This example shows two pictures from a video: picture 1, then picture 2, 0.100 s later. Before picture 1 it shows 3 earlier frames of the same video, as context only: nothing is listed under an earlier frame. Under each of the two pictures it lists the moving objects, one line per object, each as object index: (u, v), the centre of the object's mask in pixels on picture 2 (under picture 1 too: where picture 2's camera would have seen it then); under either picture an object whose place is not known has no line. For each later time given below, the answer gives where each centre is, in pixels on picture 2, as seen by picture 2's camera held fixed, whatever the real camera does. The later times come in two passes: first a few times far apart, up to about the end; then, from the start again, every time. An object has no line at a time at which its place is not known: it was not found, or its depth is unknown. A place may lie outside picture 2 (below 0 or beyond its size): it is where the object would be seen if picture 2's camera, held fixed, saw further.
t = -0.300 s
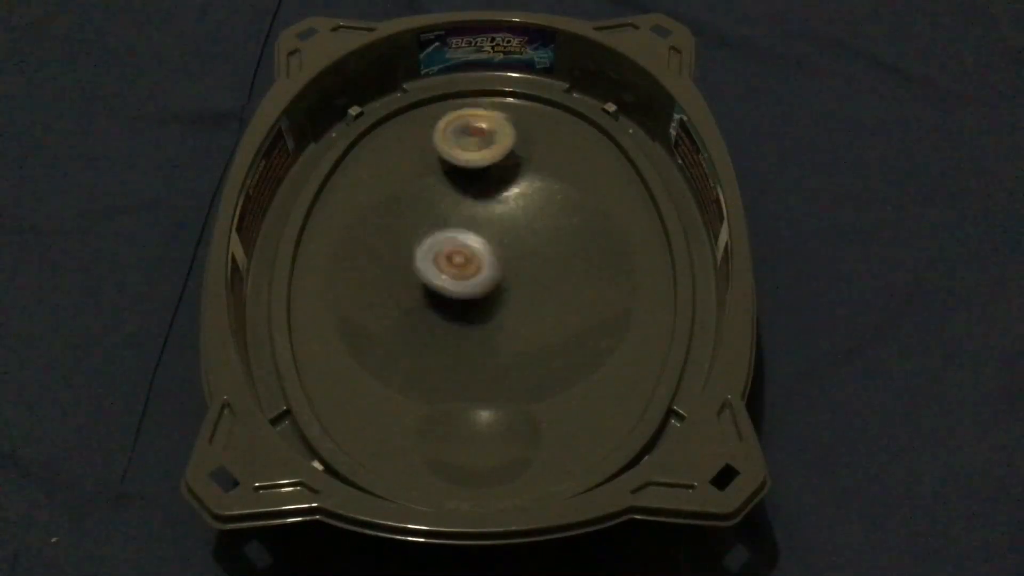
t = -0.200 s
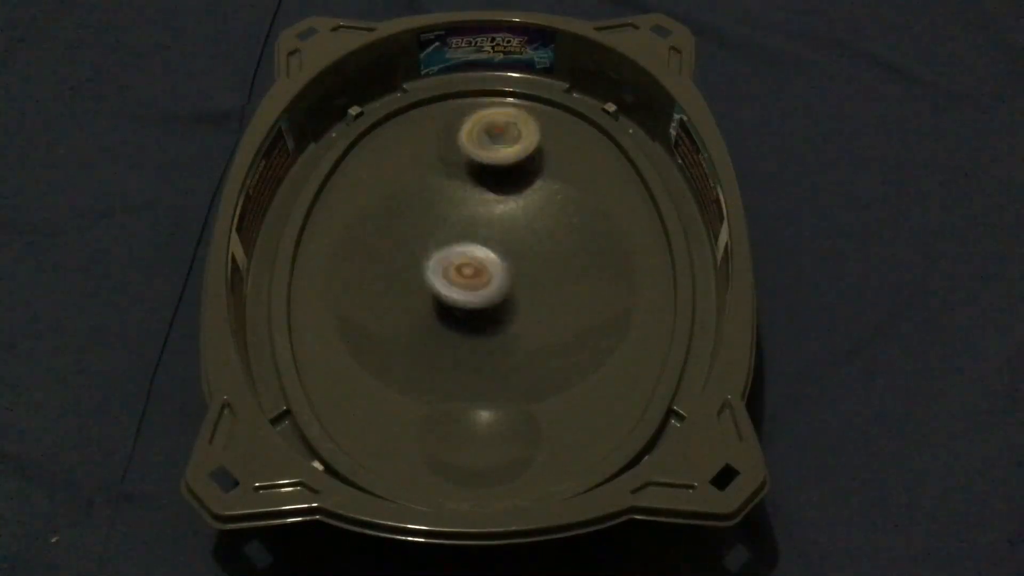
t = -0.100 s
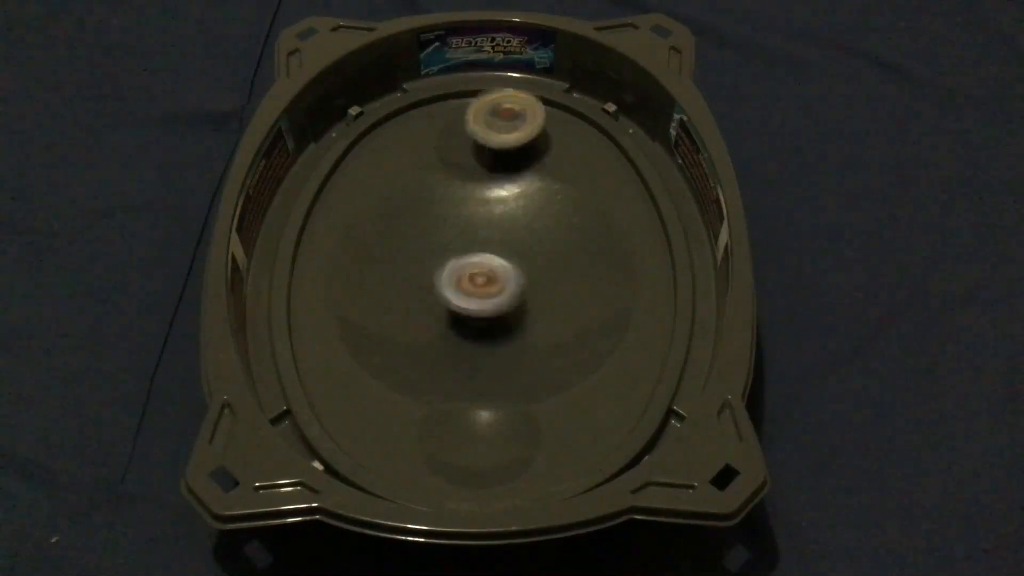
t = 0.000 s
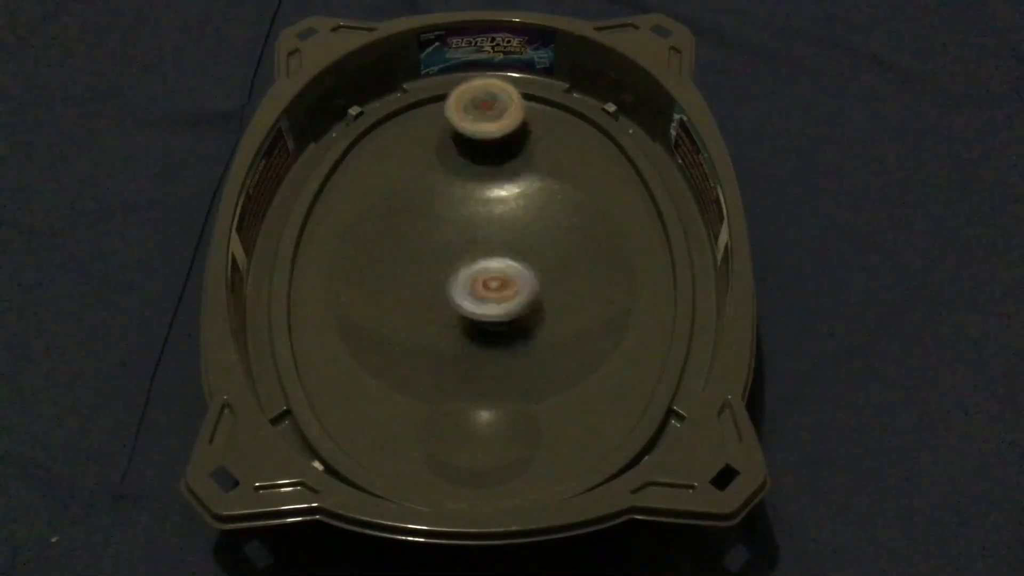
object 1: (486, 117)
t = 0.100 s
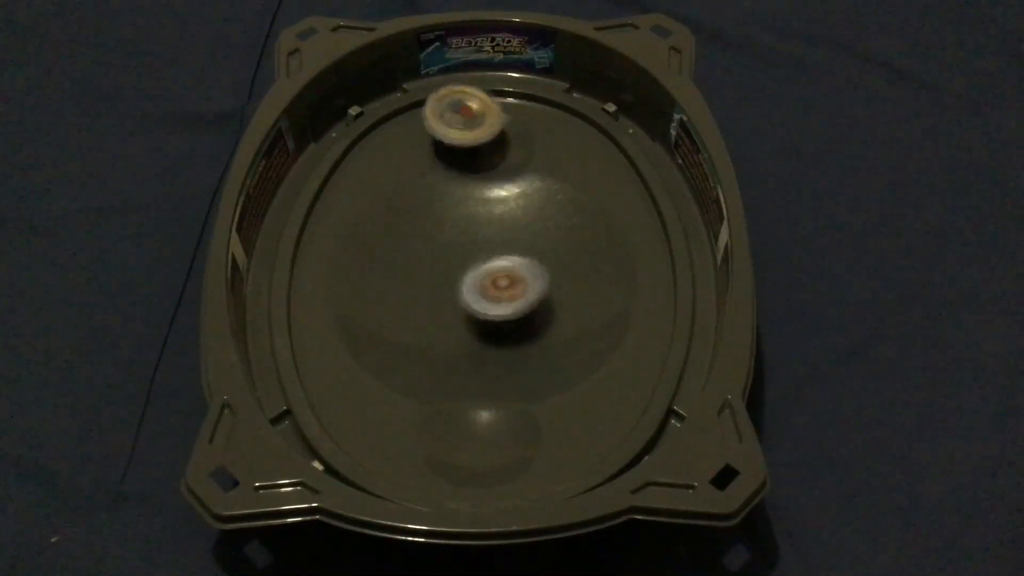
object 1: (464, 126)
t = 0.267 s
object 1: (484, 148)
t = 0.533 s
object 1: (485, 115)
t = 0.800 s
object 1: (486, 149)
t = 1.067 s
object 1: (484, 117)
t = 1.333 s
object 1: (485, 147)
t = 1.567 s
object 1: (493, 117)
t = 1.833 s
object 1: (479, 149)
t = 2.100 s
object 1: (491, 119)
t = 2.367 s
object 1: (480, 146)
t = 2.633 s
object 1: (490, 118)
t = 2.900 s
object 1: (481, 148)
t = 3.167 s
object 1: (490, 118)
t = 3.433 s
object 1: (482, 146)
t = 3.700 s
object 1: (488, 119)
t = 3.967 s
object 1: (482, 147)
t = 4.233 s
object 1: (488, 118)
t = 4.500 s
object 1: (484, 148)
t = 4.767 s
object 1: (485, 119)
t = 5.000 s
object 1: (479, 144)
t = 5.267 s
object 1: (491, 120)
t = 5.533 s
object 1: (481, 147)
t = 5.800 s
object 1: (489, 119)
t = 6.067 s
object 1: (484, 146)
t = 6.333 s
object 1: (485, 121)
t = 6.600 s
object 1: (487, 145)
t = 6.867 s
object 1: (481, 120)
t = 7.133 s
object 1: (490, 145)
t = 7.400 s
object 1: (479, 120)
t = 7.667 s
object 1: (492, 142)
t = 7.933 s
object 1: (477, 123)
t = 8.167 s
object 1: (487, 145)
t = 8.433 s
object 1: (482, 121)
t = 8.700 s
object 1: (491, 144)
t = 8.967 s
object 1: (479, 121)
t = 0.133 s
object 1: (463, 130)
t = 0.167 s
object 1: (463, 136)
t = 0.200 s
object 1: (468, 143)
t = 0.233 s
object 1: (476, 147)
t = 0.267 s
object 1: (484, 148)
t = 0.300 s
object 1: (493, 146)
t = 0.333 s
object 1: (500, 142)
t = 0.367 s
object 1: (505, 137)
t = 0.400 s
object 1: (506, 130)
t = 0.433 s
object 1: (505, 124)
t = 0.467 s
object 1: (501, 119)
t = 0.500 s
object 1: (493, 117)
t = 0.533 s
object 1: (485, 115)
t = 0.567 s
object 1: (478, 117)
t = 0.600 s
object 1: (472, 122)
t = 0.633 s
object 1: (466, 126)
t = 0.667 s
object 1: (465, 132)
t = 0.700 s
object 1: (466, 139)
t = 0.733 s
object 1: (470, 143)
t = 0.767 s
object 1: (478, 149)
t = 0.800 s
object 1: (486, 149)
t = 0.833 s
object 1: (494, 143)
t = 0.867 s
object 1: (501, 145)
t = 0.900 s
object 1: (505, 138)
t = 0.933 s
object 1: (505, 132)
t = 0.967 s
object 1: (503, 126)
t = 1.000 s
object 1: (499, 122)
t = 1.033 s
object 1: (493, 119)
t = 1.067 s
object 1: (484, 117)
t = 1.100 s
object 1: (477, 118)
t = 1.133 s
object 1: (469, 121)
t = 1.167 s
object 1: (464, 124)
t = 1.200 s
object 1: (462, 130)
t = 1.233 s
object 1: (465, 136)
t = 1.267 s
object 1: (470, 143)
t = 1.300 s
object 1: (478, 147)
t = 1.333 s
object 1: (485, 147)
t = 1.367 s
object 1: (493, 145)
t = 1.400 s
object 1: (500, 137)
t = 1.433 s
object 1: (505, 135)
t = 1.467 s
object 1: (507, 130)
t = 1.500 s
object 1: (505, 124)
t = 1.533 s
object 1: (501, 120)
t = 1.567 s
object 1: (493, 117)
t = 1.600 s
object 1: (485, 117)
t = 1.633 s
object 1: (477, 120)
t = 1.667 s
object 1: (470, 123)
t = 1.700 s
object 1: (467, 128)
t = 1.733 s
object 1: (466, 133)
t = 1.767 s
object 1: (468, 139)
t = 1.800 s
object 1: (472, 145)
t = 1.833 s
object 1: (479, 149)
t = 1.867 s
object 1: (487, 149)
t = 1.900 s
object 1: (494, 147)
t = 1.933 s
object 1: (501, 142)
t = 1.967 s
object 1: (503, 137)
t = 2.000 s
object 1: (504, 130)
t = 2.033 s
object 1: (502, 125)
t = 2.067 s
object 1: (498, 122)
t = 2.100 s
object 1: (491, 119)
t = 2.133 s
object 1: (483, 118)
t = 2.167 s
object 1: (475, 119)
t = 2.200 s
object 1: (468, 122)
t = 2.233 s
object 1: (464, 126)
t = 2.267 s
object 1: (464, 132)
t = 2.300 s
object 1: (467, 138)
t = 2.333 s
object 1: (473, 142)
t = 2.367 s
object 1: (480, 146)
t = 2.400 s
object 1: (488, 147)
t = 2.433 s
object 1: (496, 145)
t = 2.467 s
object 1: (502, 140)
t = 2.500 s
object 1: (505, 134)
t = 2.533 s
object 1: (506, 129)
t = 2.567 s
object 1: (502, 123)
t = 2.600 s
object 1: (498, 120)
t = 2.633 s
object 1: (490, 118)
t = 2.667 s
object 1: (483, 118)
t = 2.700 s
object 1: (476, 120)
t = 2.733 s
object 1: (470, 124)
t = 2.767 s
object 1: (466, 128)
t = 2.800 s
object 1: (465, 135)
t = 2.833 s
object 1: (468, 140)
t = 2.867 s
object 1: (473, 146)
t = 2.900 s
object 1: (481, 148)
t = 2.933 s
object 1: (487, 147)
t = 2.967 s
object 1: (496, 144)
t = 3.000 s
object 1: (501, 139)
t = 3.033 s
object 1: (504, 134)
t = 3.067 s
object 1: (503, 128)
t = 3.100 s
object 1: (501, 124)
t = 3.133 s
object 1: (497, 119)
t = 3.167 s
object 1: (490, 118)
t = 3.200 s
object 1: (482, 117)
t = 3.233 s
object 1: (474, 120)
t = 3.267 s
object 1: (470, 124)
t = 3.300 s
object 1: (465, 129)
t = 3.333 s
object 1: (466, 134)
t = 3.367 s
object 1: (469, 139)
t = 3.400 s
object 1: (475, 144)
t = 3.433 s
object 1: (482, 146)
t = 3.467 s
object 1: (489, 146)
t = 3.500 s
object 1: (497, 143)
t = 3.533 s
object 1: (502, 140)
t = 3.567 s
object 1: (505, 134)
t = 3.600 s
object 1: (505, 129)
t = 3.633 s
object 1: (501, 124)
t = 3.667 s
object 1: (495, 121)
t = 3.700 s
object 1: (488, 119)
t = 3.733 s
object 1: (480, 119)
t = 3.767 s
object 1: (473, 121)
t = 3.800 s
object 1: (467, 125)
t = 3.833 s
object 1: (465, 130)
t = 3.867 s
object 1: (465, 135)
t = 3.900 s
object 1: (469, 140)
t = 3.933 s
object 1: (475, 144)
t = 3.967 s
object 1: (482, 147)
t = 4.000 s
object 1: (490, 145)
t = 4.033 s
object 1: (497, 142)
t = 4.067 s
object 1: (502, 137)
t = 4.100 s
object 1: (504, 132)
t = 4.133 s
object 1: (503, 126)
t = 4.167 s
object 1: (501, 122)
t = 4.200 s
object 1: (495, 119)
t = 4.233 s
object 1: (488, 118)
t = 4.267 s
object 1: (480, 118)
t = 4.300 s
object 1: (474, 121)
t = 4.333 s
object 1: (469, 126)
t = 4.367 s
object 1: (467, 132)
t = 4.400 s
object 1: (467, 137)
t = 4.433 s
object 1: (470, 141)
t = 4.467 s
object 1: (477, 146)
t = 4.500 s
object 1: (484, 148)
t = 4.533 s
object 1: (491, 147)
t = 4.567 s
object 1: (497, 143)
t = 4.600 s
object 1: (502, 138)
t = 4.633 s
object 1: (503, 132)
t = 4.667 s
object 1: (502, 127)
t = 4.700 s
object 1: (498, 123)
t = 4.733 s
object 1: (492, 120)
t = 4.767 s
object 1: (485, 119)
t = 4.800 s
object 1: (478, 120)
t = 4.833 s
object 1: (471, 122)
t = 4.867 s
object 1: (467, 127)
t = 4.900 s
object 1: (465, 130)
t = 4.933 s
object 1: (467, 136)
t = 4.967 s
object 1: (472, 140)
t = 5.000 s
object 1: (479, 144)
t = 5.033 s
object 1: (486, 145)
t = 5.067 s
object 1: (493, 143)
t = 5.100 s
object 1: (499, 140)
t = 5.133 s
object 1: (503, 136)
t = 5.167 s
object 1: (504, 130)
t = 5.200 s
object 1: (502, 125)
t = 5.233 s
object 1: (498, 122)
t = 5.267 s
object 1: (491, 120)
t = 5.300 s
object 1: (484, 120)
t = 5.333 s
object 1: (478, 122)
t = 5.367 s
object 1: (472, 124)
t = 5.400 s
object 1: (469, 129)
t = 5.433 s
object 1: (467, 134)
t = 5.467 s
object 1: (470, 139)
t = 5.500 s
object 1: (474, 144)
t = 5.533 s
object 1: (481, 147)
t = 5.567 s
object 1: (488, 147)
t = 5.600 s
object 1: (494, 144)
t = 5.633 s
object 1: (500, 139)
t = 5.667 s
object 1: (502, 135)
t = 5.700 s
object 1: (502, 130)
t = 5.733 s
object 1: (499, 125)
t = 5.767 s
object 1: (495, 122)
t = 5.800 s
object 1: (489, 119)
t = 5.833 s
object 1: (482, 119)
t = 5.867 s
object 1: (475, 121)
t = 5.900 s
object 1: (470, 125)
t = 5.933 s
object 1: (468, 130)
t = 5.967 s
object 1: (469, 135)
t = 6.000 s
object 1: (471, 140)
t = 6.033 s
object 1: (477, 143)
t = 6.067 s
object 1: (484, 146)
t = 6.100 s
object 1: (491, 144)
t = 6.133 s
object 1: (498, 142)
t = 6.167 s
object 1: (502, 137)
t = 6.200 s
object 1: (503, 132)
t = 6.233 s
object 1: (501, 127)
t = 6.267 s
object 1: (498, 123)
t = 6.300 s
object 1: (492, 121)
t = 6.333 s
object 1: (485, 121)
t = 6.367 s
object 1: (478, 121)
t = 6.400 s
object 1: (473, 124)
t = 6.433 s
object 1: (468, 127)
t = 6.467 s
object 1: (467, 133)
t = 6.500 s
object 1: (469, 137)
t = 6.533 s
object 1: (474, 142)
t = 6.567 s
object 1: (480, 145)
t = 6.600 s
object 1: (487, 145)
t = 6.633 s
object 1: (494, 142)
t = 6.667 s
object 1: (499, 139)
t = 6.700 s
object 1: (501, 134)
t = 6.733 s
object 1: (501, 129)
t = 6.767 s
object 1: (499, 124)
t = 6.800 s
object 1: (495, 121)
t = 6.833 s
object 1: (487, 119)
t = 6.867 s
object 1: (481, 120)
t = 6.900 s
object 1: (475, 123)
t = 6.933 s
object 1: (471, 126)
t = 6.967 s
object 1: (468, 132)
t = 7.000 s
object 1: (468, 137)
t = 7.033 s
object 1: (472, 141)
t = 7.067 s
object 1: (477, 145)
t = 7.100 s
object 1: (484, 146)
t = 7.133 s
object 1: (490, 145)
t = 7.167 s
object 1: (497, 142)
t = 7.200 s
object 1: (501, 137)
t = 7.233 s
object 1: (502, 133)
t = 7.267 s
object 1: (500, 128)
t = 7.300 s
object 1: (497, 124)
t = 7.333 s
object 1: (492, 121)
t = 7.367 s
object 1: (486, 120)
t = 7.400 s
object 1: (479, 120)
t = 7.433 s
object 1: (473, 123)
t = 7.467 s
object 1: (468, 127)
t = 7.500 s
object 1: (467, 132)
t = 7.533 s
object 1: (469, 136)
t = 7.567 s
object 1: (473, 140)
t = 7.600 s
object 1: (479, 143)
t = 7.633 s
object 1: (486, 144)
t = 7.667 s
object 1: (492, 142)
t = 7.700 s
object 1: (498, 140)
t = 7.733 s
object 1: (501, 136)
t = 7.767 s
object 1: (502, 130)
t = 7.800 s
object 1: (500, 126)
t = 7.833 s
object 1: (496, 122)
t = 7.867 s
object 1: (490, 122)
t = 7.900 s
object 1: (483, 121)
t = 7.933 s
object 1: (477, 123)
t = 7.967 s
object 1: (472, 125)
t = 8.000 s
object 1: (469, 130)
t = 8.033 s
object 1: (467, 134)
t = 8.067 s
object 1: (470, 139)
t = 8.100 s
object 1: (474, 142)
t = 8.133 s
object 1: (481, 144)
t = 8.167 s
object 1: (487, 145)
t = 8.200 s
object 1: (493, 142)
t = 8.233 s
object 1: (498, 139)
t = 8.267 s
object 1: (500, 134)
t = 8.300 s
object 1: (500, 129)
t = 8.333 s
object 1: (498, 125)
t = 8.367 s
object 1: (494, 121)
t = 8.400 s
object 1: (488, 119)
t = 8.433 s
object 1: (482, 121)
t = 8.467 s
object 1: (475, 122)
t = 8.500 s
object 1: (471, 125)
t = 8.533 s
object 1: (468, 130)
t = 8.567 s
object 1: (469, 135)
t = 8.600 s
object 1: (472, 139)
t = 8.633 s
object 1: (478, 143)
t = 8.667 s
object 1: (484, 144)
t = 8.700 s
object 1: (491, 144)
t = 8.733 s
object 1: (497, 142)
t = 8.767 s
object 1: (500, 138)
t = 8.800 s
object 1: (502, 134)
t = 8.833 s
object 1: (500, 128)
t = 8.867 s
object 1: (497, 125)
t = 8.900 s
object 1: (492, 122)
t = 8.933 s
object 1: (485, 121)
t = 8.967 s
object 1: (479, 121)
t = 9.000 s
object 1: (473, 124)
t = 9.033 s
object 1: (468, 128)
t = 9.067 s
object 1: (468, 133)
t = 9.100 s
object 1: (470, 137)
